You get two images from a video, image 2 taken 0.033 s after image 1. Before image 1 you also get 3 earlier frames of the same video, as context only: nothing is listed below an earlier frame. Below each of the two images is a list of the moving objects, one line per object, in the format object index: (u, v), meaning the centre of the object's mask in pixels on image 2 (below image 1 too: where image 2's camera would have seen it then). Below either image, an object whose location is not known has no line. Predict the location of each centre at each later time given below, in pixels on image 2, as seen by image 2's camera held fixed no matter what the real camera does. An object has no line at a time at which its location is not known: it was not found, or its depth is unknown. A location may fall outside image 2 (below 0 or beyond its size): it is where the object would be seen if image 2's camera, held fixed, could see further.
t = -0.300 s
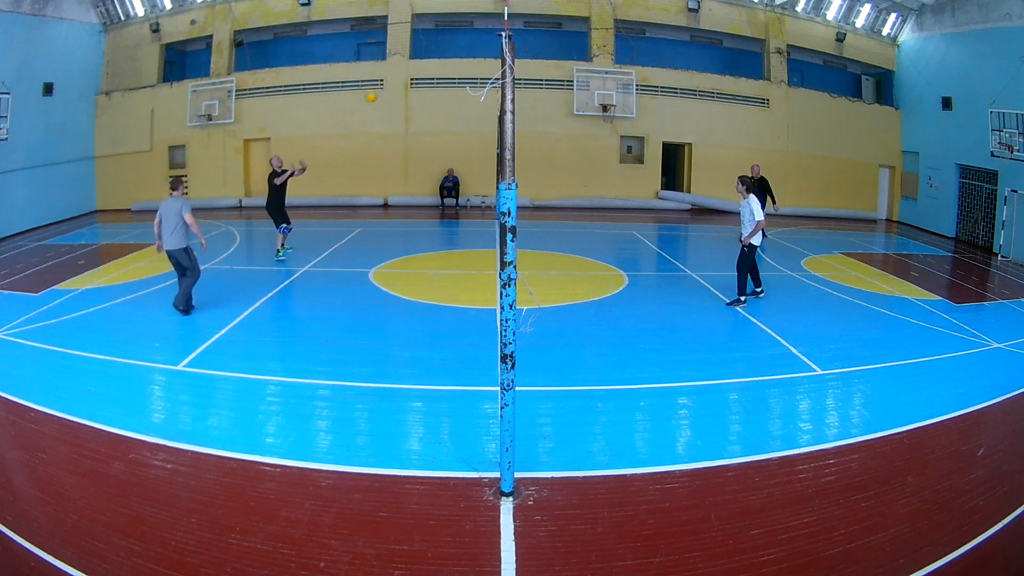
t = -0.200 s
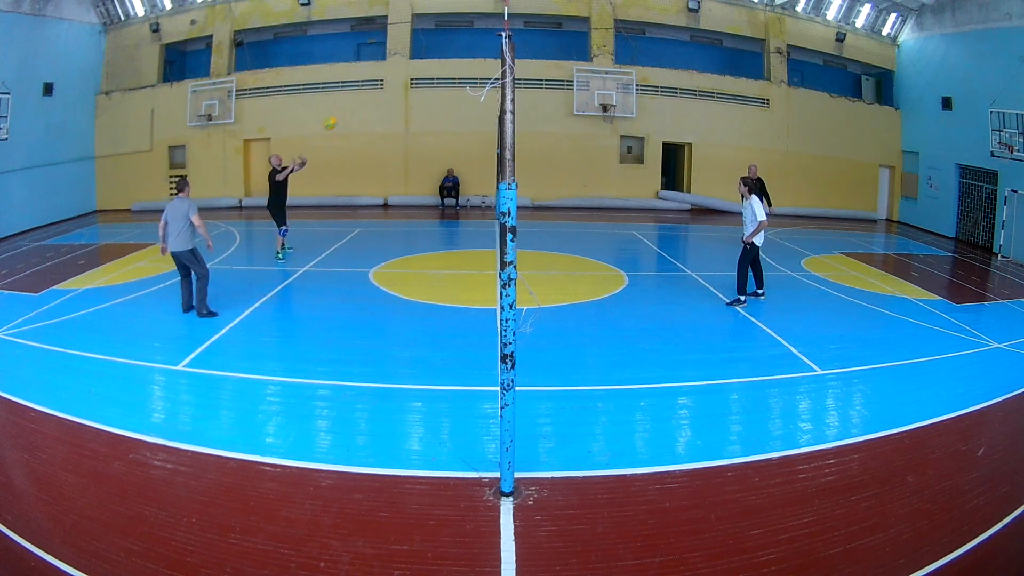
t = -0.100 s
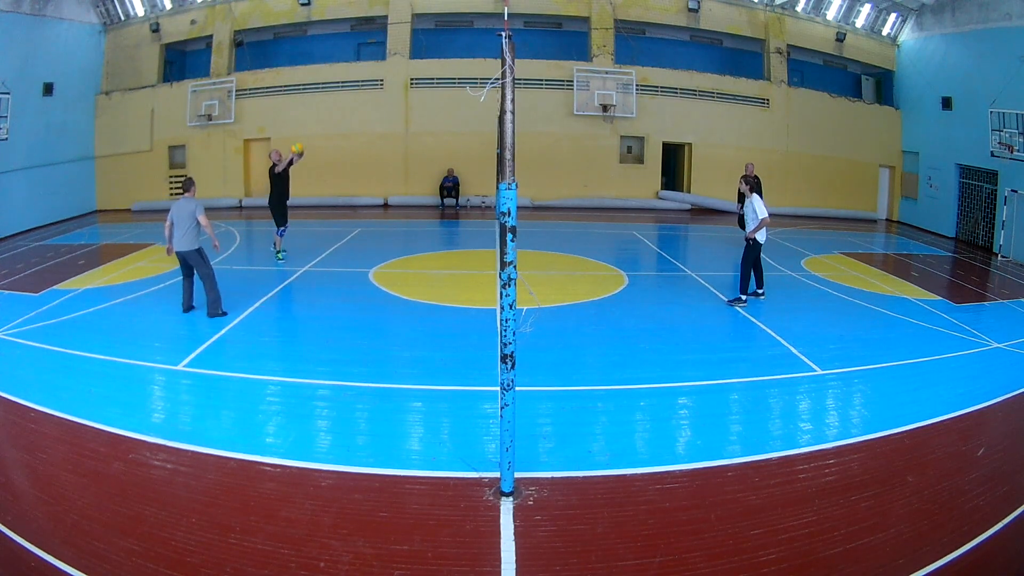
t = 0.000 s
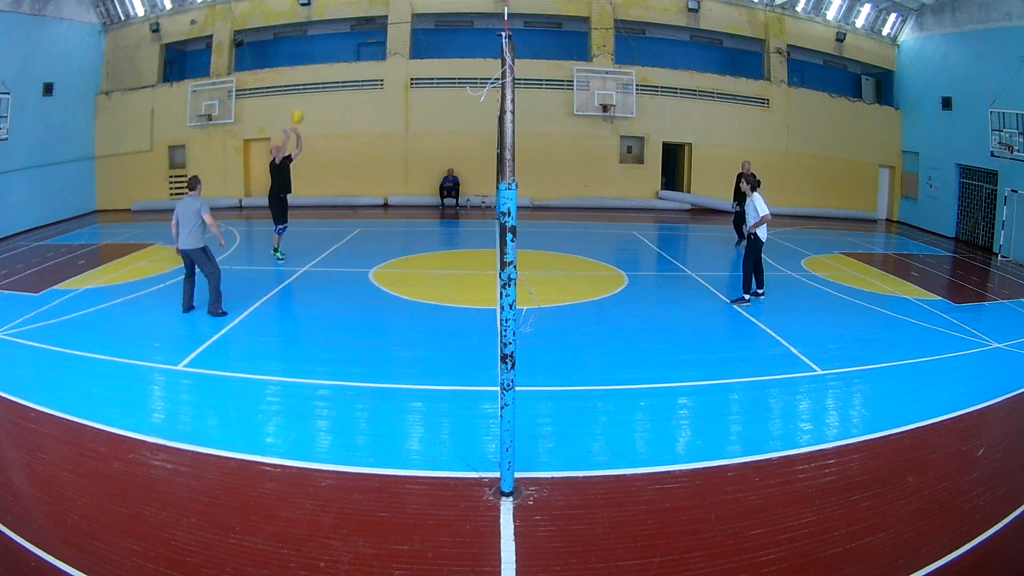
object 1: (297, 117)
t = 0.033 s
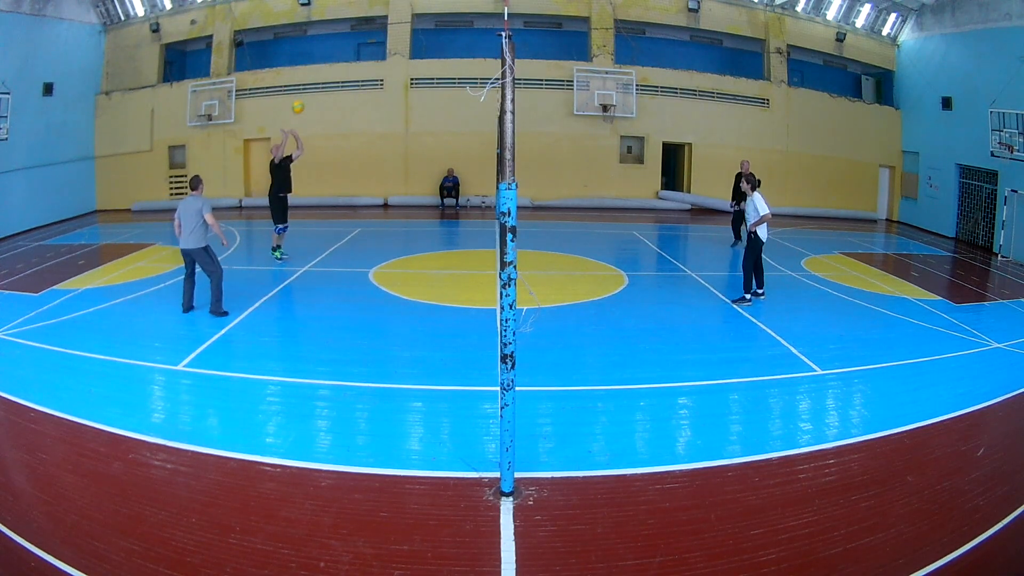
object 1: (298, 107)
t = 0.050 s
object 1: (298, 102)
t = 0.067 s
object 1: (299, 98)
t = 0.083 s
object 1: (299, 93)
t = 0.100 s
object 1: (299, 89)
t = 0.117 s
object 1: (300, 85)
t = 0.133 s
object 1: (300, 81)
